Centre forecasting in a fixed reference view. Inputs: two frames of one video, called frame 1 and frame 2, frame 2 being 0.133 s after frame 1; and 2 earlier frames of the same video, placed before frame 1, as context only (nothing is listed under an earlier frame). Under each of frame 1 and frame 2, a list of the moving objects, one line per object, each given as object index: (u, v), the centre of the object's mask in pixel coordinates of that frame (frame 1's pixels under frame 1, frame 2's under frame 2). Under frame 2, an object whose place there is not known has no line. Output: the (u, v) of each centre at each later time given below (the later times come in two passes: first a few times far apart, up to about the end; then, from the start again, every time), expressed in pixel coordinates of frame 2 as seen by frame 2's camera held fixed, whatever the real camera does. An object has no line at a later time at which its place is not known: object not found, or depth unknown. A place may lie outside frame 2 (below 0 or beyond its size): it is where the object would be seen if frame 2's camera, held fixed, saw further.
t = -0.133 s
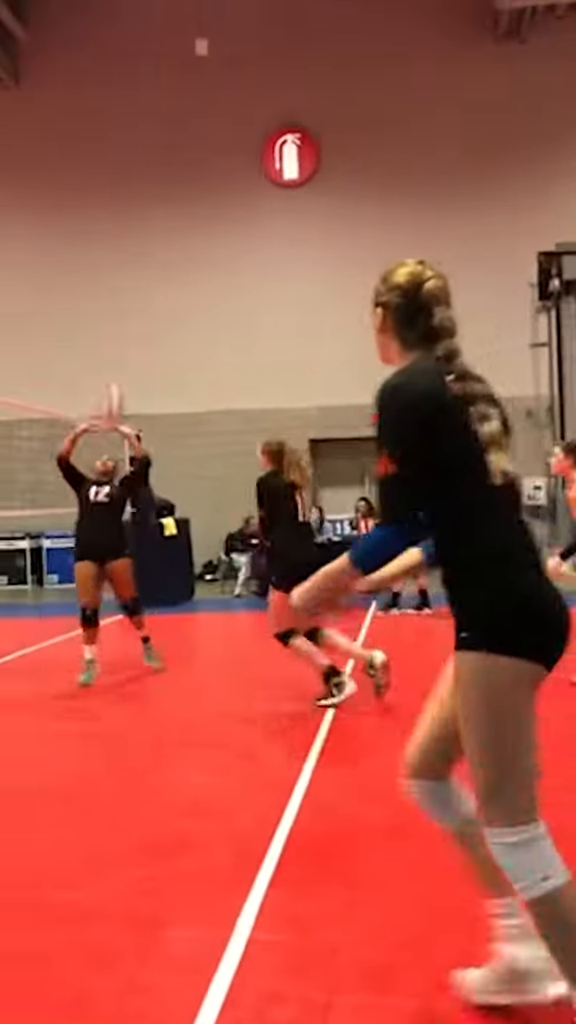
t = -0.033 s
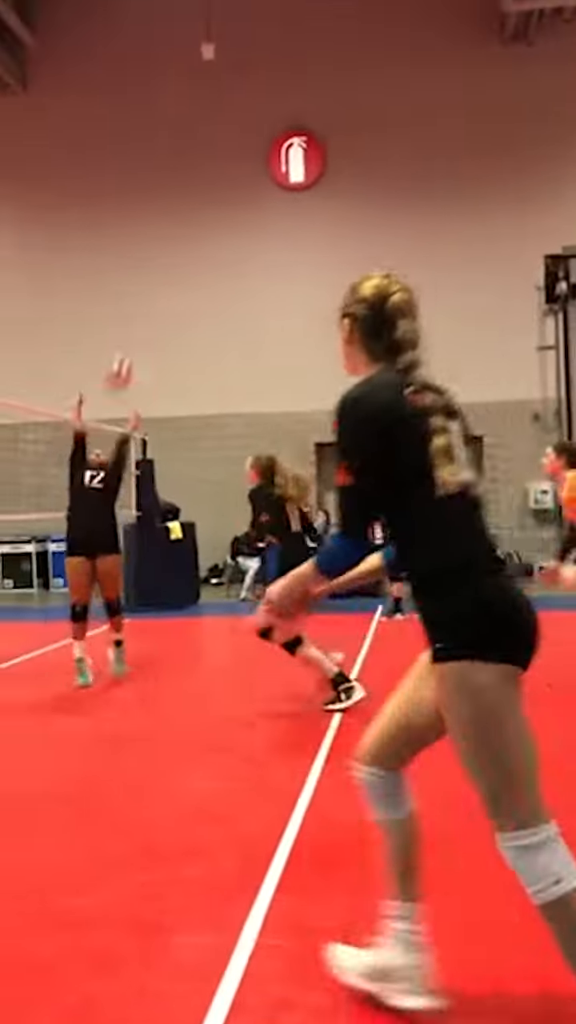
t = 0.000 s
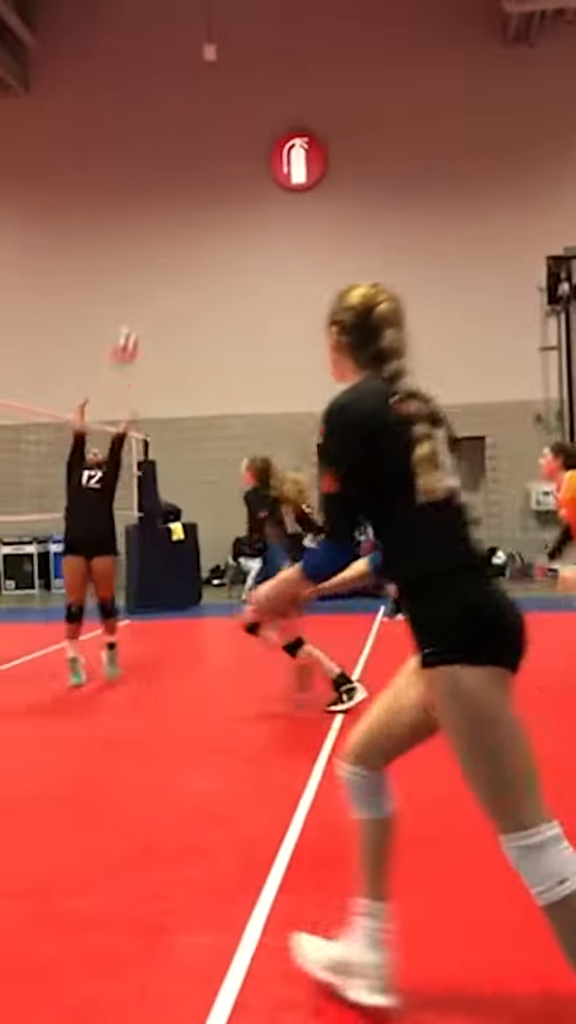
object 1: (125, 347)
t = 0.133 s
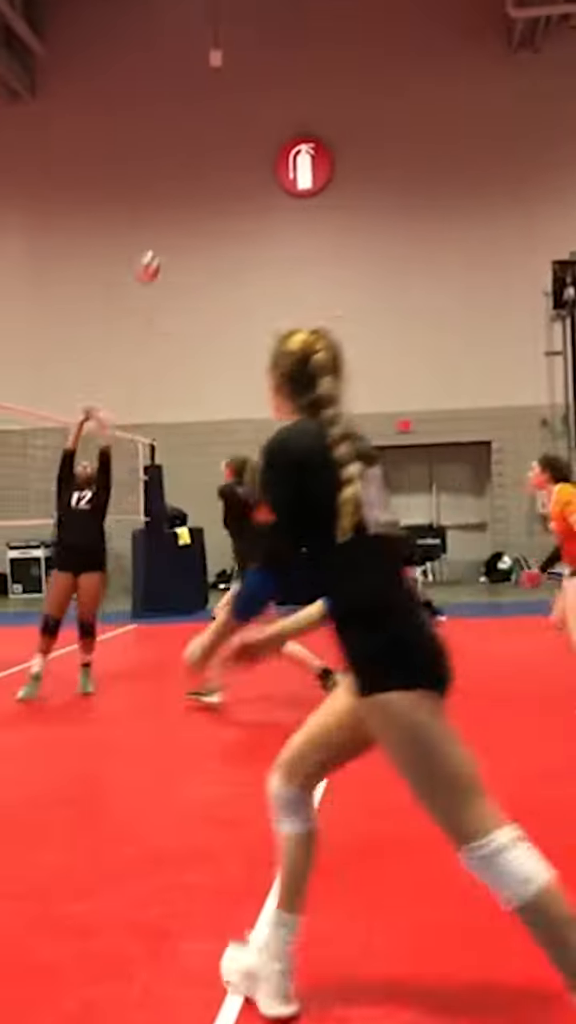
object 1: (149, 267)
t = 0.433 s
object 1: (186, 185)
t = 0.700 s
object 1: (214, 199)
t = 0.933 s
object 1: (237, 261)
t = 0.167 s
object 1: (154, 250)
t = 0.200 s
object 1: (157, 237)
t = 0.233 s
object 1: (161, 225)
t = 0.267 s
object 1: (165, 214)
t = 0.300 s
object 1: (169, 206)
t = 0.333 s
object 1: (174, 199)
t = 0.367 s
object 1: (177, 193)
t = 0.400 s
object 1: (182, 188)
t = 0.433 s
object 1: (186, 185)
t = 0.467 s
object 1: (190, 184)
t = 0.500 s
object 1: (194, 183)
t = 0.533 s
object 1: (197, 183)
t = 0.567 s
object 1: (201, 184)
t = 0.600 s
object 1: (205, 187)
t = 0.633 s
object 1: (208, 190)
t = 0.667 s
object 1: (211, 195)
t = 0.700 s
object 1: (214, 199)
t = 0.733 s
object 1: (218, 206)
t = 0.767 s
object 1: (221, 214)
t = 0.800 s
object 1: (224, 221)
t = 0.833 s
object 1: (228, 230)
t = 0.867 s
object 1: (231, 240)
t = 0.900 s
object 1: (234, 250)
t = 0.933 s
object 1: (237, 261)
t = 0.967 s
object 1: (241, 273)
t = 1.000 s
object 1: (245, 286)
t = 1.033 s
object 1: (247, 299)
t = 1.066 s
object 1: (249, 313)
